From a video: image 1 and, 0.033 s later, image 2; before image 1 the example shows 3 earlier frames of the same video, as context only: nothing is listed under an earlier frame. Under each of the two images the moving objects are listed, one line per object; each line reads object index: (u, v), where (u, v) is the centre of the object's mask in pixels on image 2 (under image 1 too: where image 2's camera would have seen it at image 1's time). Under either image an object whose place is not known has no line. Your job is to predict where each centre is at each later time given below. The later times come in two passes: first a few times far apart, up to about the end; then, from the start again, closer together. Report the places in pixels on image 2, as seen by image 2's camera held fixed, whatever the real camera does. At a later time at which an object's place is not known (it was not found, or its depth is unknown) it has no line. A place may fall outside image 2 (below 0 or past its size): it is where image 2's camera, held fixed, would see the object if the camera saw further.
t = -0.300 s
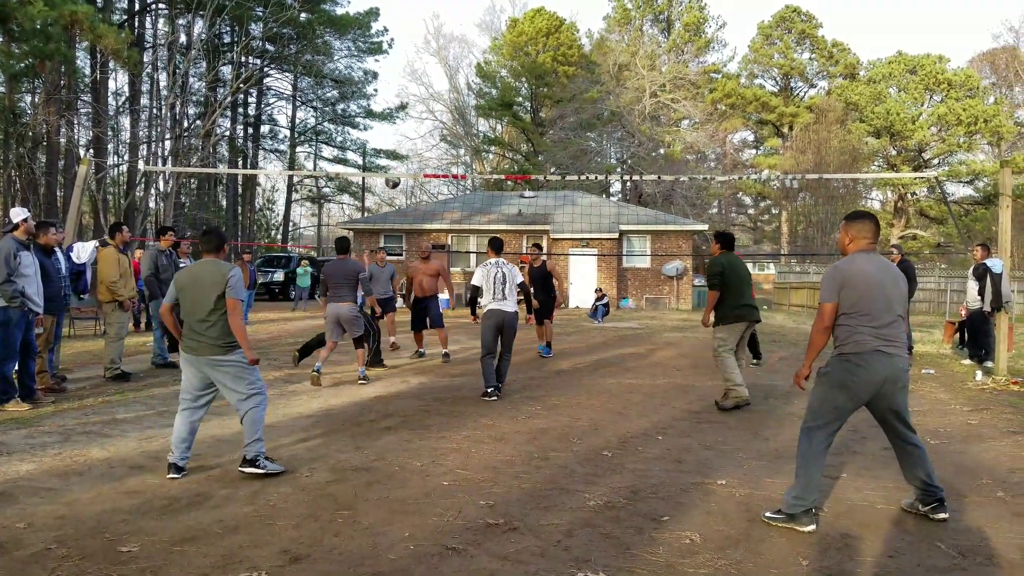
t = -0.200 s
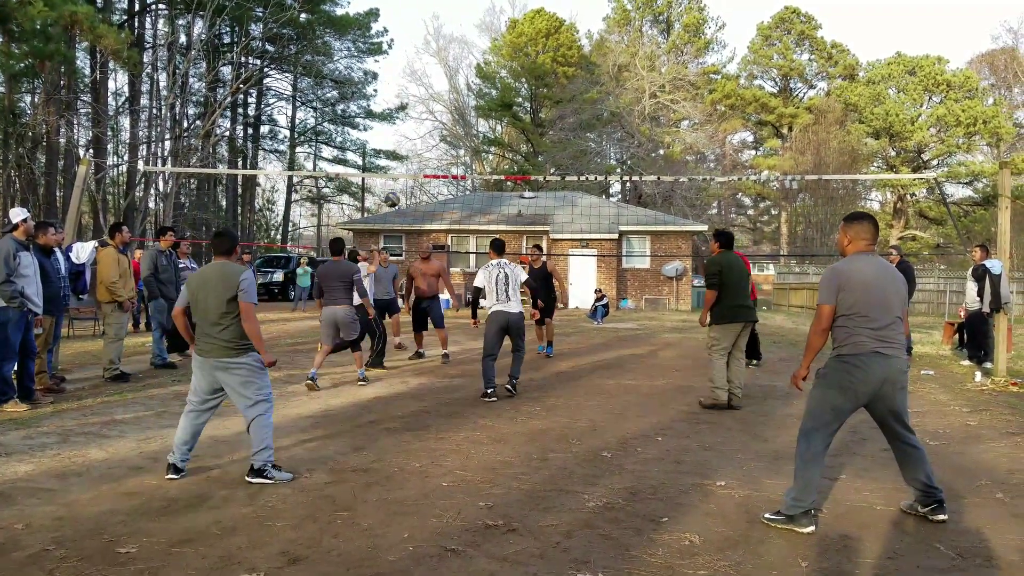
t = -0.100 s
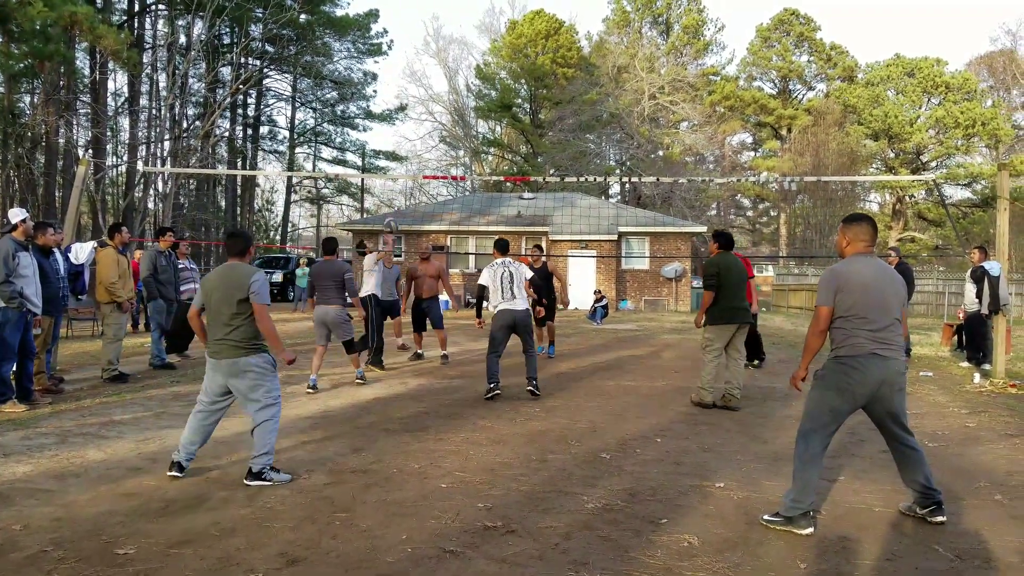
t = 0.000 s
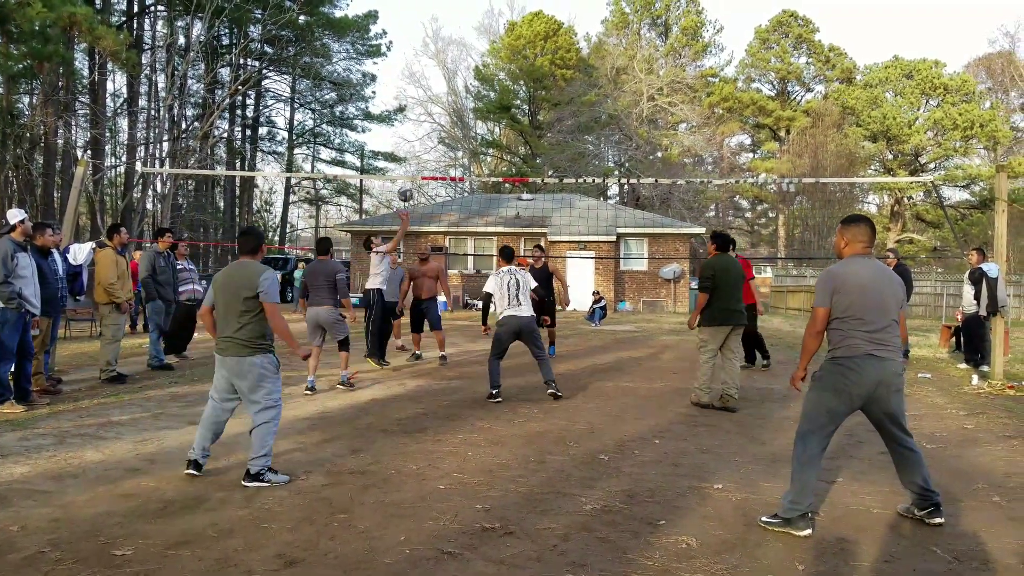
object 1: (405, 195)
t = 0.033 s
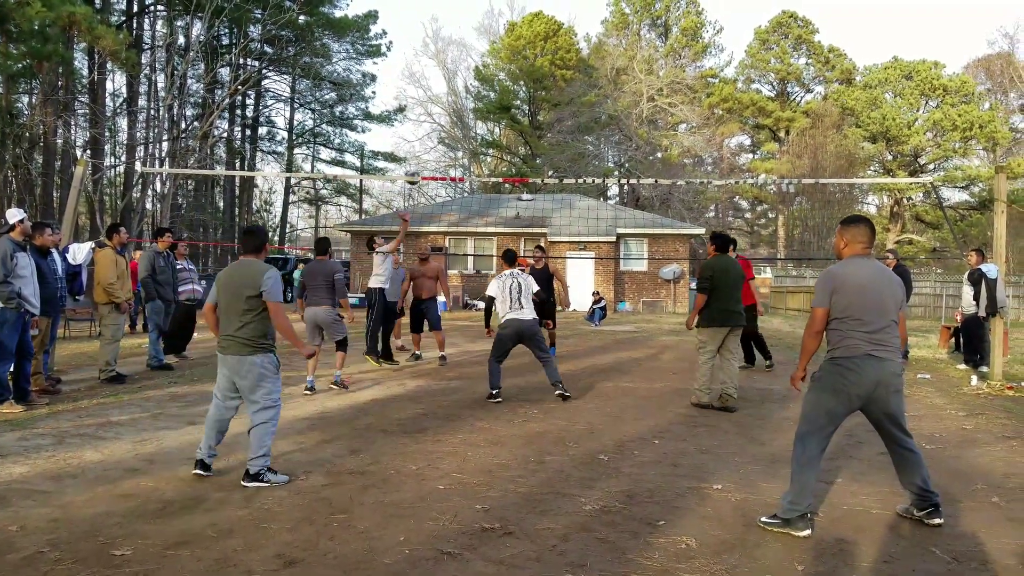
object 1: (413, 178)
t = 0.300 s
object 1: (472, 66)
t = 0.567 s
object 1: (532, 5)
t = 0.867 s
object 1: (600, 1)
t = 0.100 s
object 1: (427, 145)
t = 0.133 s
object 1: (435, 130)
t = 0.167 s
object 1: (442, 116)
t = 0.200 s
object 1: (450, 102)
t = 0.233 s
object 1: (457, 90)
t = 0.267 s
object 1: (465, 78)
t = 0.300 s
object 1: (472, 66)
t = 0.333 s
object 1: (479, 56)
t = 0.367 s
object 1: (487, 46)
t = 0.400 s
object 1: (494, 38)
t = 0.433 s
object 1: (502, 30)
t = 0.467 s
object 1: (509, 22)
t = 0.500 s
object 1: (517, 16)
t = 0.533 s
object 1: (524, 10)
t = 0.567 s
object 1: (532, 5)
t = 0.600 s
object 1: (539, 2)
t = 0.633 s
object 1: (547, 0)
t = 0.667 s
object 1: (555, -1)
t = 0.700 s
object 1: (562, -2)
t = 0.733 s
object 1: (570, -2)
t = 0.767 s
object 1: (577, -2)
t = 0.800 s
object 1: (585, -1)
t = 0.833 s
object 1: (592, 0)
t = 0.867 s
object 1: (600, 1)
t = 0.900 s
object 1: (607, 4)
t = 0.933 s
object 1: (615, 9)
